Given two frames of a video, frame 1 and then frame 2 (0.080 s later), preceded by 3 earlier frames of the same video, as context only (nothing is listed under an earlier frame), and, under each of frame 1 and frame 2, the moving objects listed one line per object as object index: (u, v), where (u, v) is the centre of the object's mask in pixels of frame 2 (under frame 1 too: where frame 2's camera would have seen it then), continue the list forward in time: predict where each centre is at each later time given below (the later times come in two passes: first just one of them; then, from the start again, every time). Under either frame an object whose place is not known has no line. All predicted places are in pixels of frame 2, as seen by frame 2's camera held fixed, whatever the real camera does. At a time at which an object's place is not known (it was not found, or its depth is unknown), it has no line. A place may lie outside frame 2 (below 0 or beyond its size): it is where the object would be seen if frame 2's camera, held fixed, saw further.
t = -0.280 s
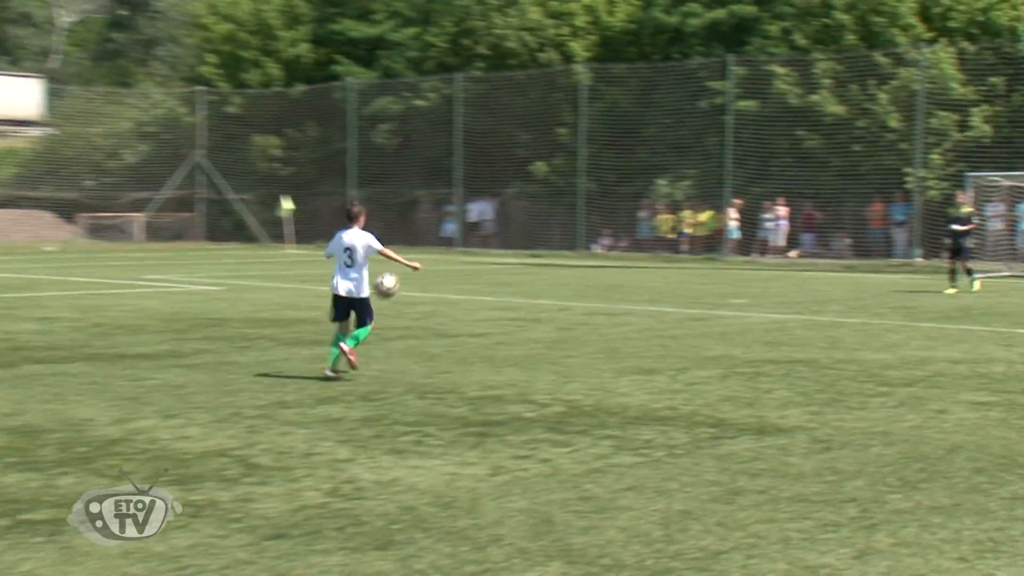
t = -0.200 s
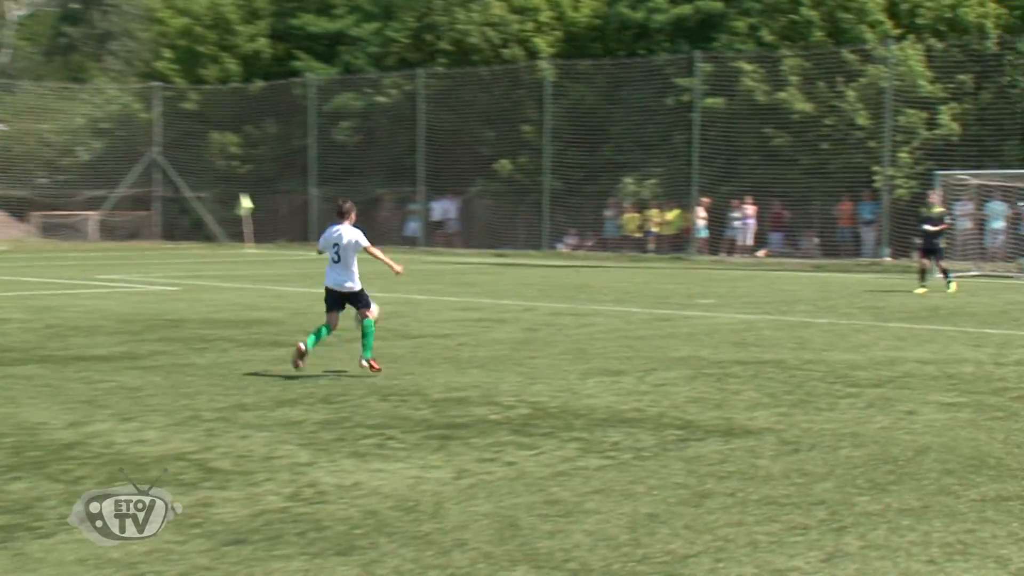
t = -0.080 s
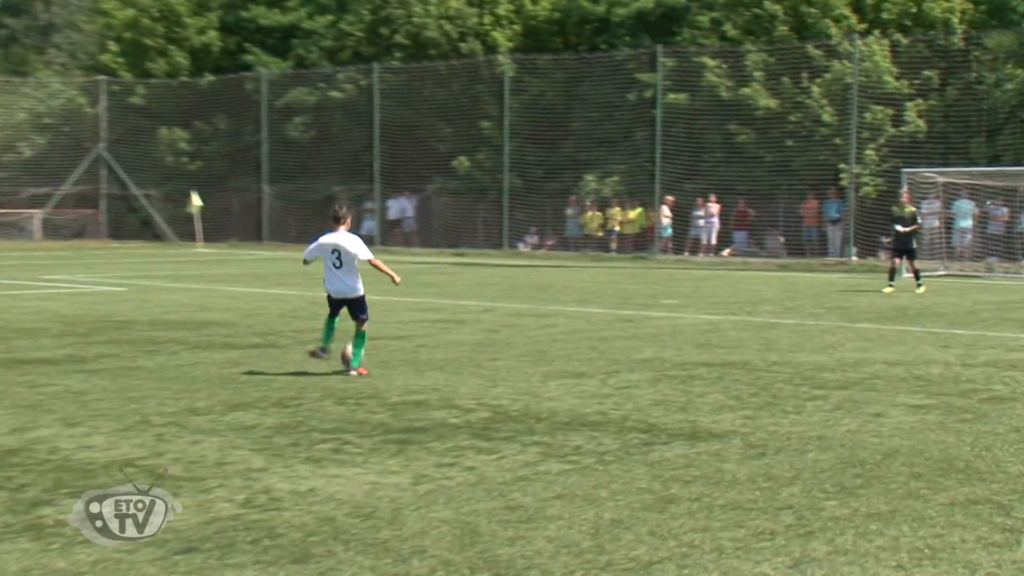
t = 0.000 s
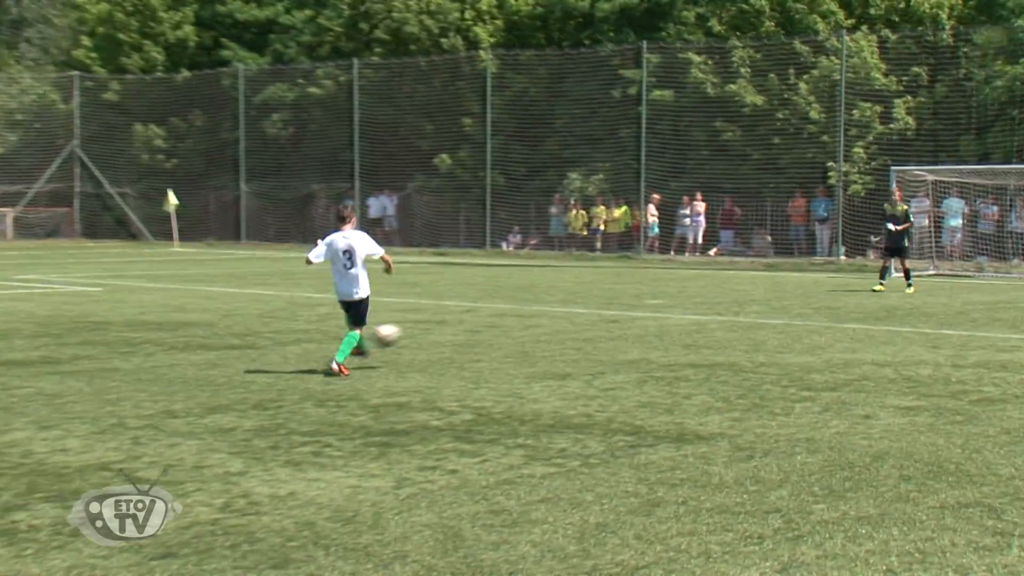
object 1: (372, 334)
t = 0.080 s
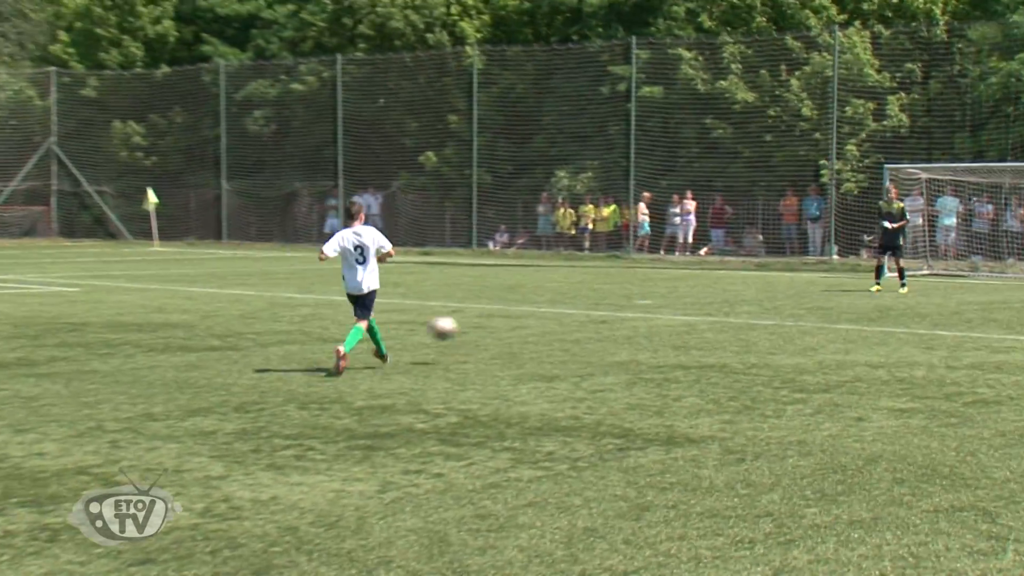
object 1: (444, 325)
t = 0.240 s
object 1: (575, 331)
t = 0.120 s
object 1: (479, 325)
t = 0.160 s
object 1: (512, 326)
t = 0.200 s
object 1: (544, 328)
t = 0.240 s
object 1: (575, 331)
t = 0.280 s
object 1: (607, 337)
